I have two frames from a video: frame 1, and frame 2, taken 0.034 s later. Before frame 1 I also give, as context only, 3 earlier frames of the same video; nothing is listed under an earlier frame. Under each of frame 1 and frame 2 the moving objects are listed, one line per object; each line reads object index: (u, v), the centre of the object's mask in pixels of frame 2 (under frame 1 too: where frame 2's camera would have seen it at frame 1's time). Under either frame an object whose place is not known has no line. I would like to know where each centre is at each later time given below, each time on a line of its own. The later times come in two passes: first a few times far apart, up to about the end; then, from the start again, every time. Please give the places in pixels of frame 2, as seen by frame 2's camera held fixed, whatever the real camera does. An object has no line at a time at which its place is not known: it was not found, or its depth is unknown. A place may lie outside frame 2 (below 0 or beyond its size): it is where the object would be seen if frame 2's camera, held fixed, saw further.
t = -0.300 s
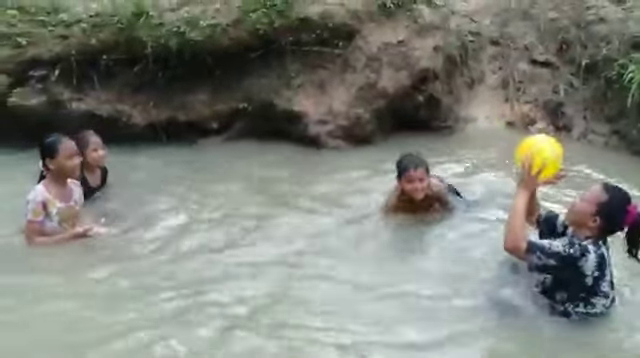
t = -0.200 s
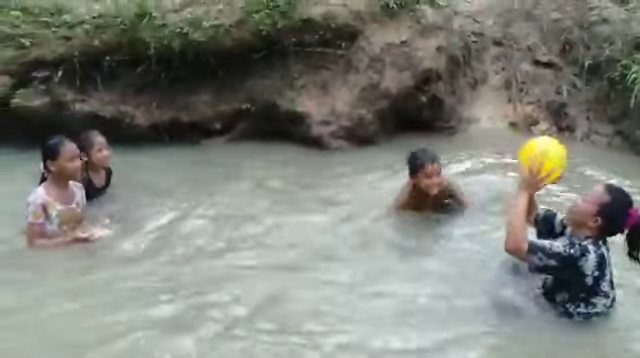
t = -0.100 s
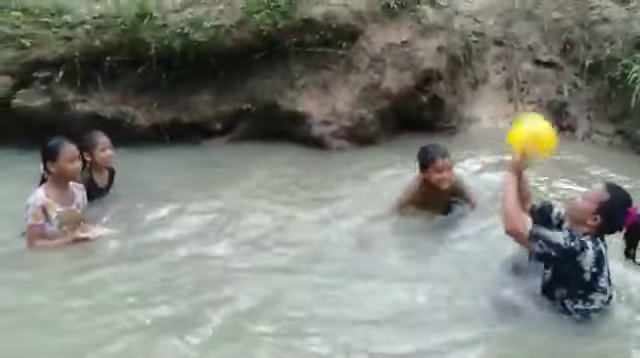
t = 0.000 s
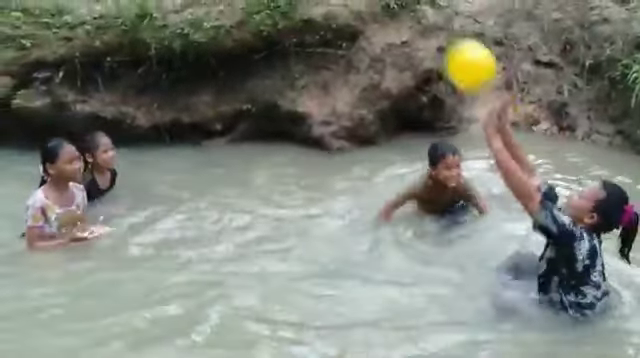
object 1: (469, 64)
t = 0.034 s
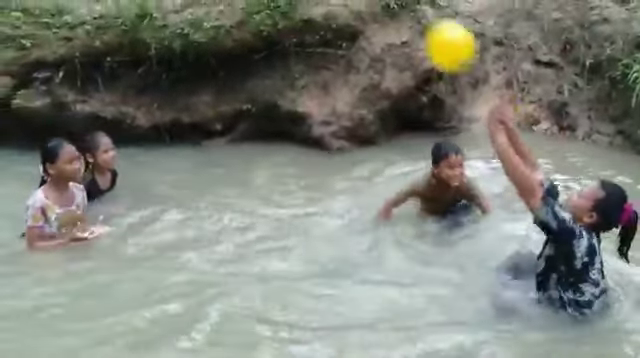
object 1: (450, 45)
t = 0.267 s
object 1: (335, 8)
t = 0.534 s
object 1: (254, 56)
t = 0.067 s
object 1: (431, 28)
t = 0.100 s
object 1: (412, 18)
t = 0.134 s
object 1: (394, 14)
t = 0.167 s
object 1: (379, 11)
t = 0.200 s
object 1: (362, 9)
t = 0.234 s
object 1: (349, 8)
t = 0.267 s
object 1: (335, 8)
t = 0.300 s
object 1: (322, 9)
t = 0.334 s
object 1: (310, 12)
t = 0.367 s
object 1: (299, 14)
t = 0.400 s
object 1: (289, 18)
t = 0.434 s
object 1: (279, 23)
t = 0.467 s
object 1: (270, 33)
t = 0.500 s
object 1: (261, 43)
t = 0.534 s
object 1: (254, 56)
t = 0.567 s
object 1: (247, 69)
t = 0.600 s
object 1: (241, 84)
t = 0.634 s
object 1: (235, 99)
